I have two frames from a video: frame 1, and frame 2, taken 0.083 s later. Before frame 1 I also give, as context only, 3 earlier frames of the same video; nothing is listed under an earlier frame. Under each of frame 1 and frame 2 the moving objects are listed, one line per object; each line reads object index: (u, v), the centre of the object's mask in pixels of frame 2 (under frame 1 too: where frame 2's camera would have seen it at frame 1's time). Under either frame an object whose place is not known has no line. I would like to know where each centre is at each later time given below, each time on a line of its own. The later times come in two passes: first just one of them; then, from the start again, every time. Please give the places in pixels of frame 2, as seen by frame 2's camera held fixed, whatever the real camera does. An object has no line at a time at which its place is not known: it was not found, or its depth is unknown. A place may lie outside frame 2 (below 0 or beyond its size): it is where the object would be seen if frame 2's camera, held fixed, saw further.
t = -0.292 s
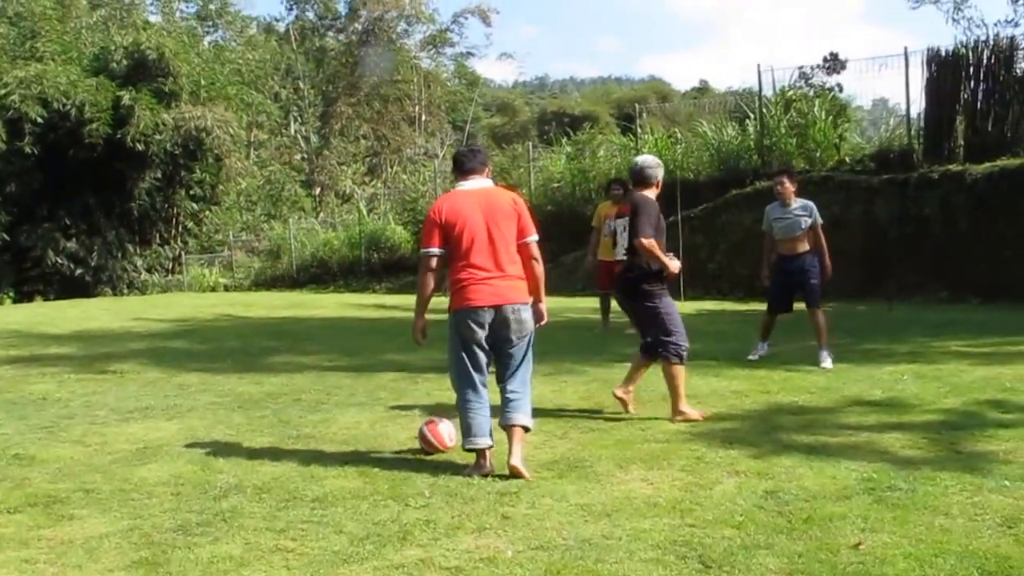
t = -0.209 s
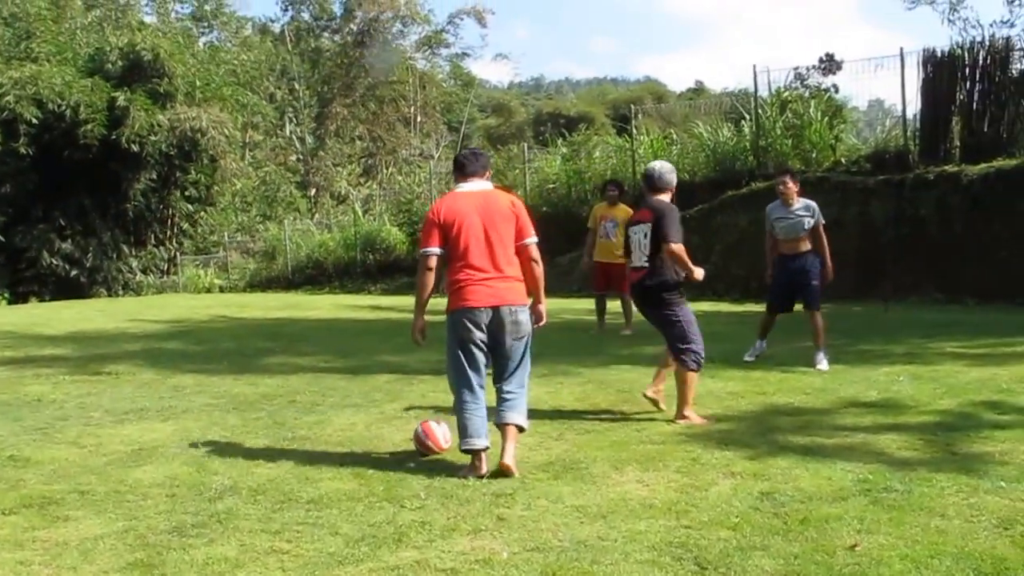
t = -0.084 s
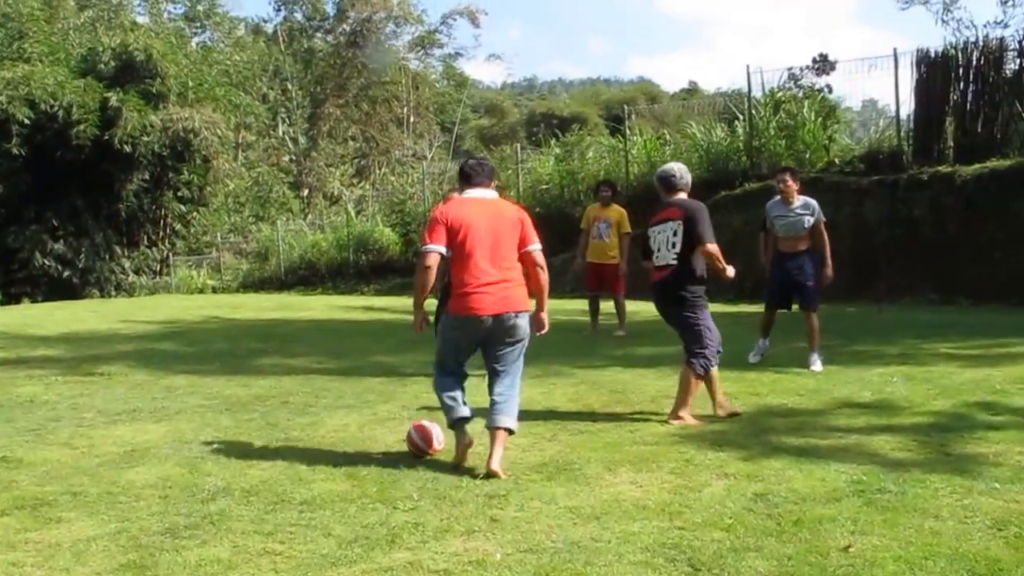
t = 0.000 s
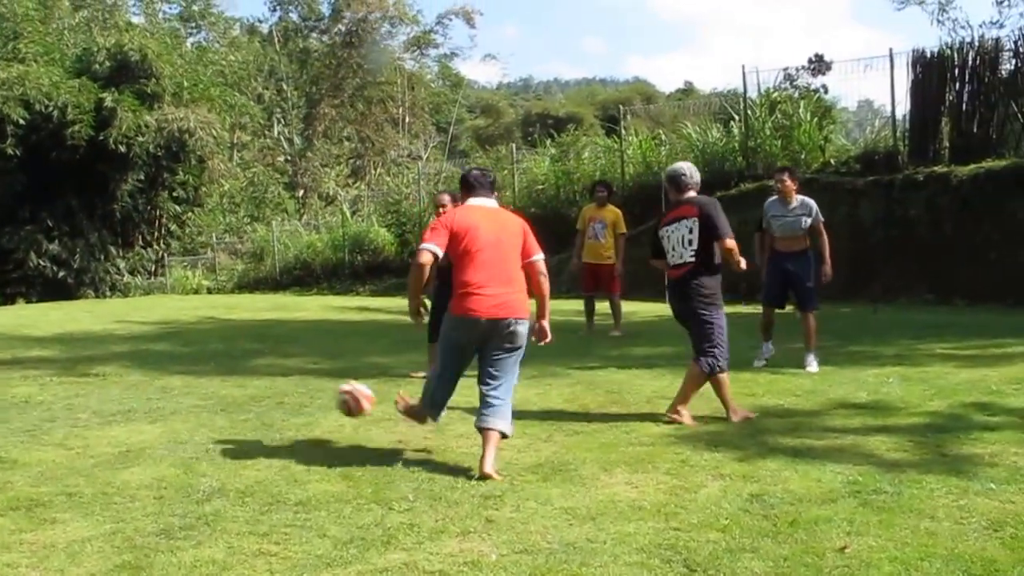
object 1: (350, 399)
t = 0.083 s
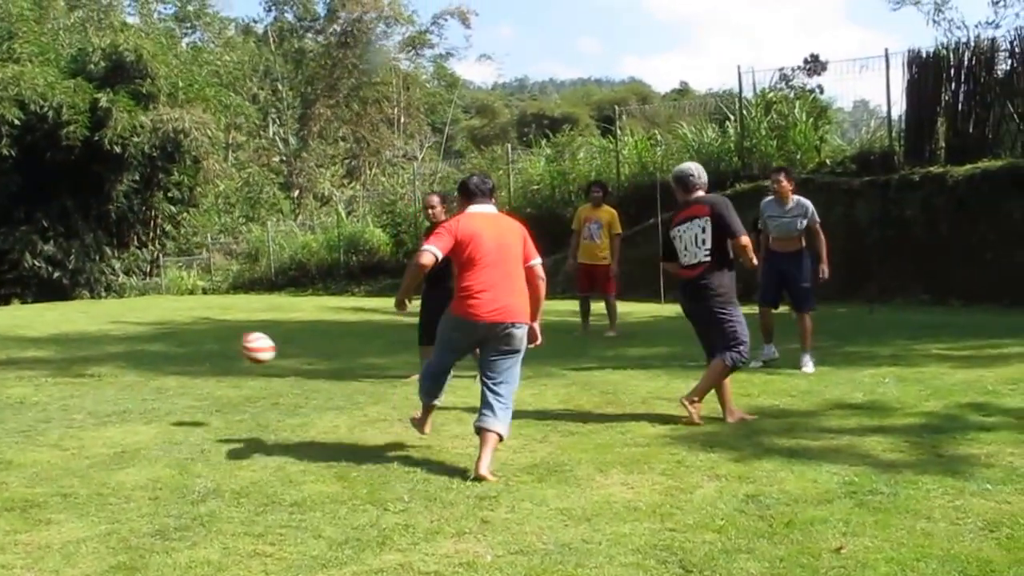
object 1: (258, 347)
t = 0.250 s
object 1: (120, 298)
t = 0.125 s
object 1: (219, 328)
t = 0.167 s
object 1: (182, 314)
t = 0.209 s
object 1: (149, 305)
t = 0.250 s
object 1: (120, 298)
